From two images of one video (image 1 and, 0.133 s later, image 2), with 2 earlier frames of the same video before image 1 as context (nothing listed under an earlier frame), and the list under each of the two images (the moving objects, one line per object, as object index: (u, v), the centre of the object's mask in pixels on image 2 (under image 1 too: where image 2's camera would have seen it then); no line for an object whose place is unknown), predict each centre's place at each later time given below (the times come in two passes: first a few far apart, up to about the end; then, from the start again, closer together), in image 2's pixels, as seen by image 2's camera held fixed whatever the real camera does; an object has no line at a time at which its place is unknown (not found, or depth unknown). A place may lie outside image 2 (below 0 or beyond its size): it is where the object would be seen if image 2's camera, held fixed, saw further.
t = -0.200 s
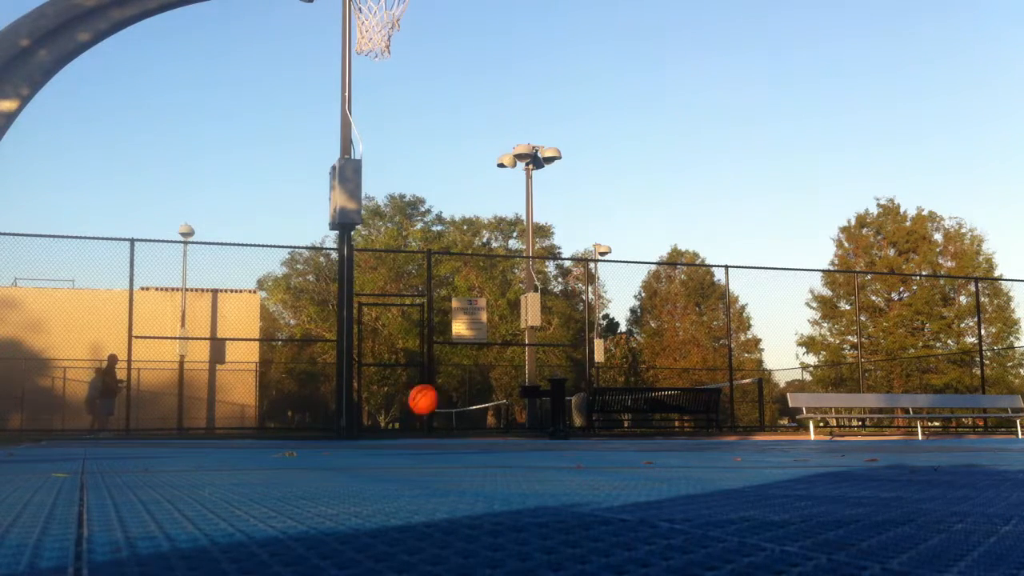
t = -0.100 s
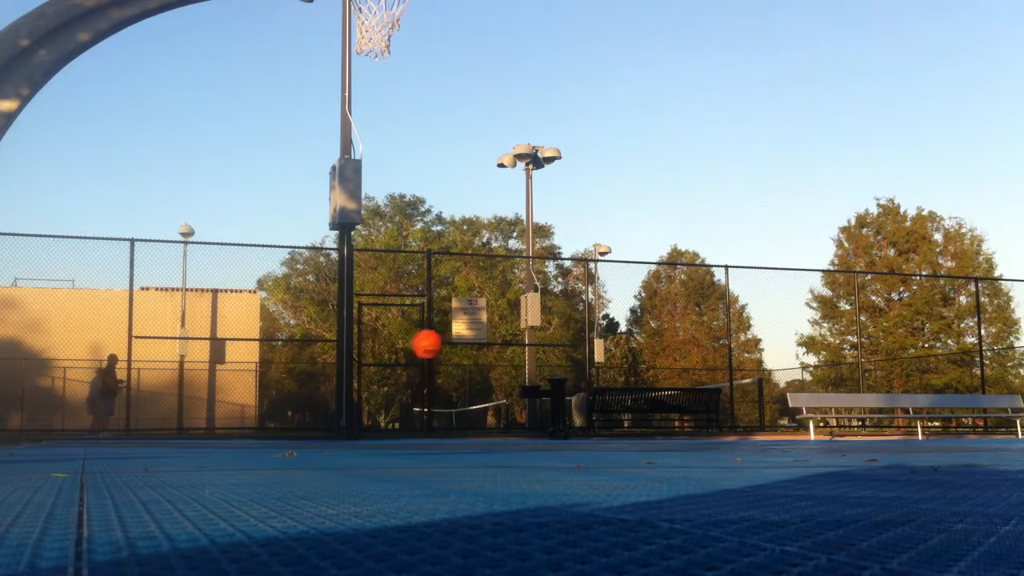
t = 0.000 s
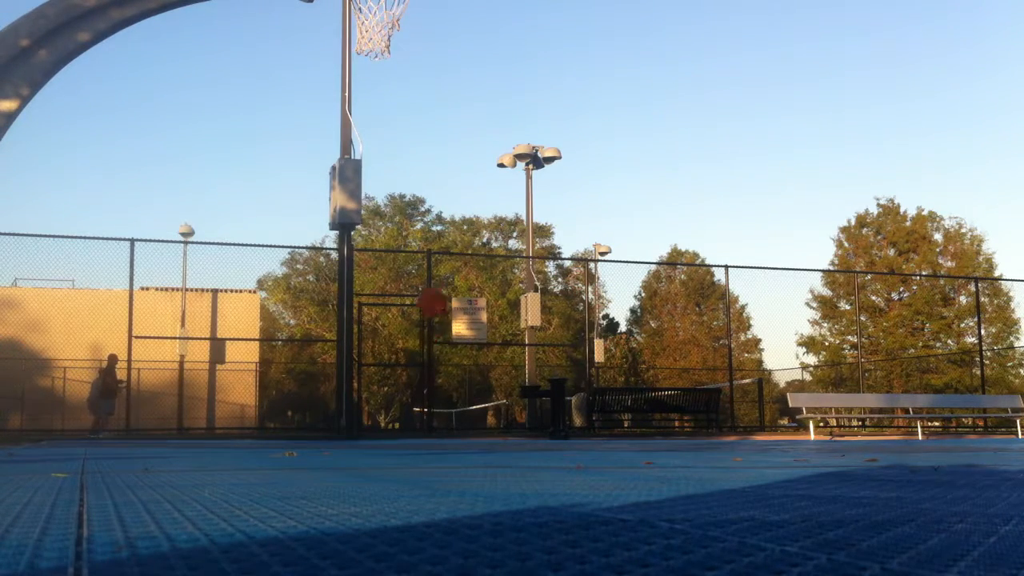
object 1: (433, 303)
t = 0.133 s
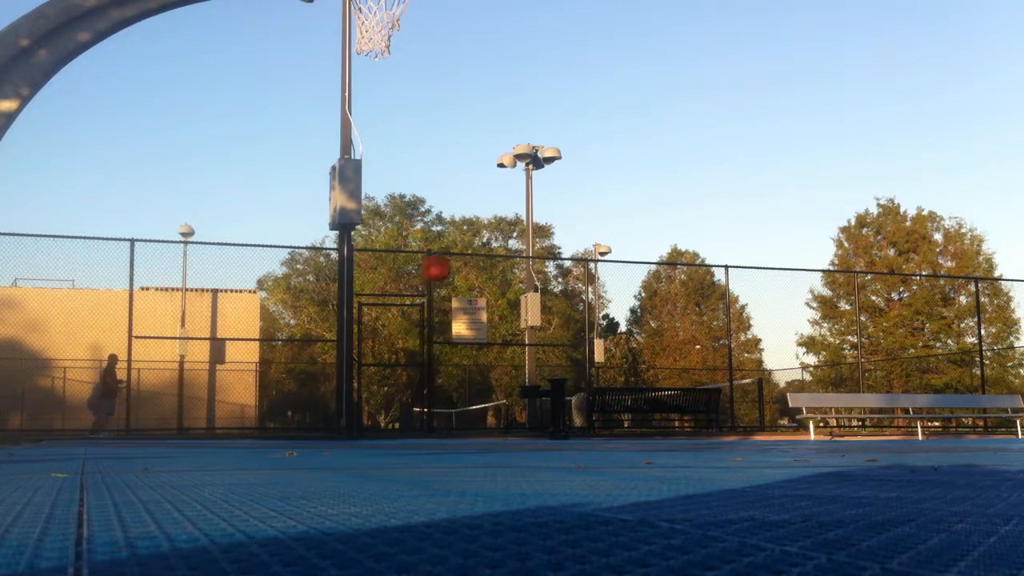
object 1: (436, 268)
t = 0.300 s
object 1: (441, 253)
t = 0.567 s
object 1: (451, 295)
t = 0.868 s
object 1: (461, 429)
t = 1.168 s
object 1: (471, 348)
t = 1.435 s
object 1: (479, 353)
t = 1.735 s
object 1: (487, 420)
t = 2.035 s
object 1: (499, 381)
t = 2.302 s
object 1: (511, 418)
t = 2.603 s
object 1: (520, 402)
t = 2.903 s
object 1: (530, 422)
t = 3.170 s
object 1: (539, 421)
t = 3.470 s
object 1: (548, 423)
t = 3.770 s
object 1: (559, 427)
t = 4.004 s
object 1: (567, 428)
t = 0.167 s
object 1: (438, 262)
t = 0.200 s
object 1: (439, 259)
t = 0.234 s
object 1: (440, 255)
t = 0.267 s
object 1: (441, 254)
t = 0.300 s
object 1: (441, 253)
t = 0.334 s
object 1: (442, 254)
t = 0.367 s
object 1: (444, 256)
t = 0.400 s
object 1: (446, 260)
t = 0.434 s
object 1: (447, 264)
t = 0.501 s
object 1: (449, 277)
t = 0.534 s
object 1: (450, 287)
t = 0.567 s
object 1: (451, 295)
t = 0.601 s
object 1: (453, 307)
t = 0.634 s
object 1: (454, 319)
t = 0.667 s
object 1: (455, 332)
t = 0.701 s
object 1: (455, 346)
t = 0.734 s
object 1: (457, 362)
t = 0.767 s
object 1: (458, 379)
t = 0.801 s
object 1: (459, 396)
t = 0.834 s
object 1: (460, 416)
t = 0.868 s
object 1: (461, 429)
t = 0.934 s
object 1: (463, 402)
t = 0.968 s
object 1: (464, 391)
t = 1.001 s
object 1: (465, 380)
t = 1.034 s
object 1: (466, 371)
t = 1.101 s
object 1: (468, 357)
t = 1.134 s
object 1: (469, 352)
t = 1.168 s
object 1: (471, 348)
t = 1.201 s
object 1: (471, 345)
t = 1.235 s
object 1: (473, 343)
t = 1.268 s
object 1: (473, 342)
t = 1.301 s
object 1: (474, 341)
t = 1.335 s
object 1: (475, 343)
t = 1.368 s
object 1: (476, 346)
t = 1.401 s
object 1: (477, 349)
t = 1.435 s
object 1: (479, 353)
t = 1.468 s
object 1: (479, 360)
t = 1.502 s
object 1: (480, 367)
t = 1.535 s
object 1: (481, 375)
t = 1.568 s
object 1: (482, 384)
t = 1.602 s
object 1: (483, 395)
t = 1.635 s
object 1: (485, 406)
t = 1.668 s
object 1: (485, 419)
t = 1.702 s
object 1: (487, 429)
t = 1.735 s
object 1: (487, 420)
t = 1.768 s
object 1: (488, 410)
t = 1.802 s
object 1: (490, 403)
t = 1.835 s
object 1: (492, 397)
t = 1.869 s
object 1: (493, 391)
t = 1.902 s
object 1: (494, 387)
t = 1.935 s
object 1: (495, 384)
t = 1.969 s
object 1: (497, 382)
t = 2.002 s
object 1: (498, 381)
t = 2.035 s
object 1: (499, 381)
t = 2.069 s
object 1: (501, 382)
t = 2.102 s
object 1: (502, 384)
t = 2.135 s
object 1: (503, 385)
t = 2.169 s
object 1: (504, 390)
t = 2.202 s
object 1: (507, 396)
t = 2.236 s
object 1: (507, 402)
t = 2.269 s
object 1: (510, 409)
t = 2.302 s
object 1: (511, 418)
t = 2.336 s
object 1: (512, 427)
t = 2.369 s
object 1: (513, 426)
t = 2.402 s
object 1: (514, 420)
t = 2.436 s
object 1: (515, 414)
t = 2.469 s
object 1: (516, 410)
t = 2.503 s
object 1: (518, 408)
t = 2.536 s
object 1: (518, 406)
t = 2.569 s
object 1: (519, 404)
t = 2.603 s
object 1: (520, 402)
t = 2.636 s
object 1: (521, 403)
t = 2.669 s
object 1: (522, 405)
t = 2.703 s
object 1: (524, 409)
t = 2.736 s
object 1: (524, 411)
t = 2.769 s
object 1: (526, 416)
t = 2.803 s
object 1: (526, 422)
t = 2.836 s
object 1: (528, 428)
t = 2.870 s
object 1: (529, 427)
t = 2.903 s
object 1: (530, 422)
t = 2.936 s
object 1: (531, 419)
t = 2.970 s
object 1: (533, 416)
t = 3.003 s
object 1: (533, 414)
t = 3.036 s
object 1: (534, 414)
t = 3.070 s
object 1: (535, 414)
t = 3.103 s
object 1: (536, 416)
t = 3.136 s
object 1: (538, 418)
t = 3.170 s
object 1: (539, 421)
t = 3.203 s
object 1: (540, 425)
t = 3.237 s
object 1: (541, 430)
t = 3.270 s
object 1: (543, 427)
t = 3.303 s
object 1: (543, 424)
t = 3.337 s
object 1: (544, 422)
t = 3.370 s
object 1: (546, 420)
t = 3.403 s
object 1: (547, 420)
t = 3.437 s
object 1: (548, 420)
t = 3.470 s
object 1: (548, 423)
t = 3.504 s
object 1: (549, 425)
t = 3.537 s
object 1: (551, 428)
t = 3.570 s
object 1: (552, 429)
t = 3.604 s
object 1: (553, 427)
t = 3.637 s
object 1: (554, 425)
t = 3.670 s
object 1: (555, 424)
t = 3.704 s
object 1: (557, 424)
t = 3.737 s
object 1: (558, 425)
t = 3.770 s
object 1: (559, 427)
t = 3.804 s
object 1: (560, 429)
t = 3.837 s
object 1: (561, 429)
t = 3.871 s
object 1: (562, 427)
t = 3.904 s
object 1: (563, 426)
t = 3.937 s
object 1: (564, 426)
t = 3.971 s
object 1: (565, 427)
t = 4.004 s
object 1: (567, 428)
